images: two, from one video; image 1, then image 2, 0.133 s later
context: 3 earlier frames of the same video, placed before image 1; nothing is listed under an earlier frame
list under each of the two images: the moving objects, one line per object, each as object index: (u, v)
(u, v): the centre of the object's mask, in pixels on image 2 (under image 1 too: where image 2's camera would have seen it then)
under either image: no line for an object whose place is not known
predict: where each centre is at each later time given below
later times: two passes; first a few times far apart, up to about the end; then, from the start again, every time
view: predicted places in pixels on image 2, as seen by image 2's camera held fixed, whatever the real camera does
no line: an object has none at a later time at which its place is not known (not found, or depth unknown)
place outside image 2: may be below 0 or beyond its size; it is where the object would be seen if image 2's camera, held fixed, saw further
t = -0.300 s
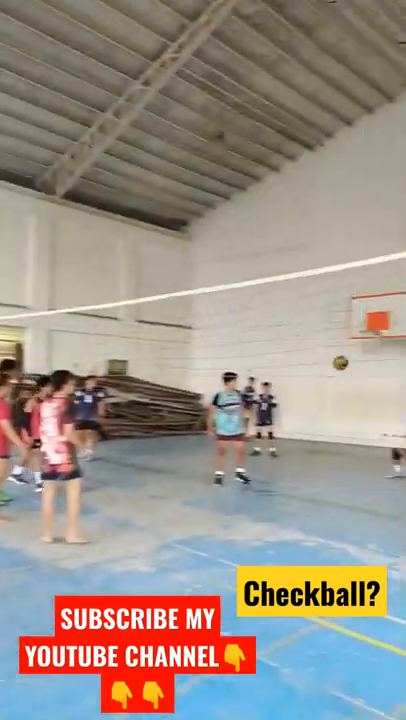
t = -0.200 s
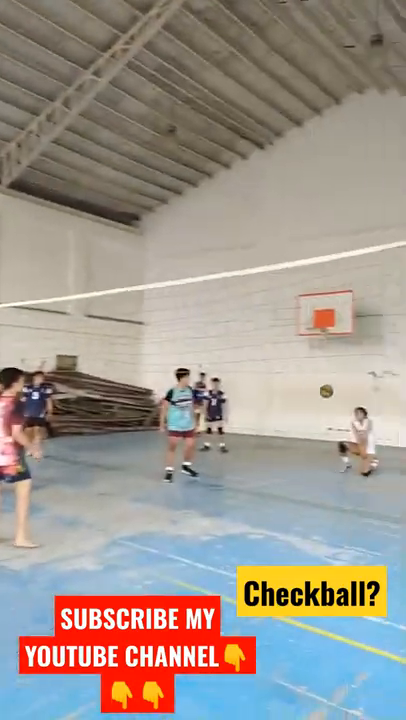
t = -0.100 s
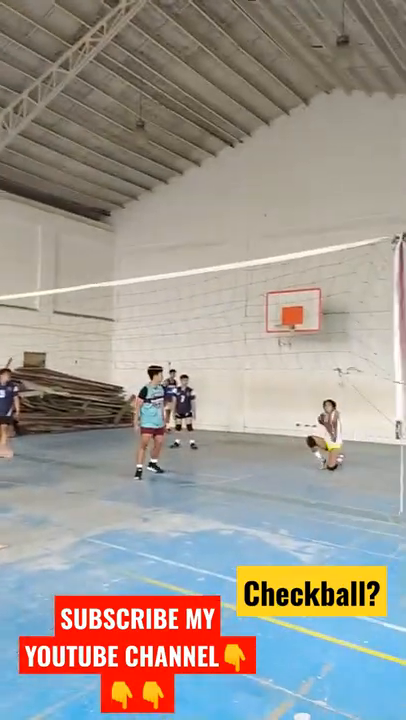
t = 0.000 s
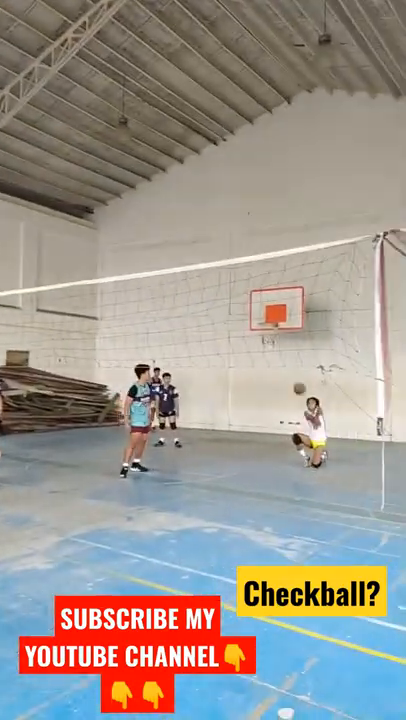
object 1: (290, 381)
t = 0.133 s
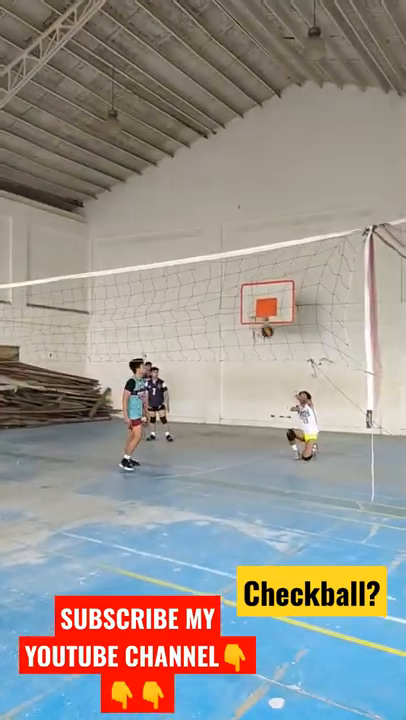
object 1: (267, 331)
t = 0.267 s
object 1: (243, 288)
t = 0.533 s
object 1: (192, 231)
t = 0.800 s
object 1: (134, 216)
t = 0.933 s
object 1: (103, 227)
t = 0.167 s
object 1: (262, 320)
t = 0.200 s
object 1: (254, 309)
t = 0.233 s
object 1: (250, 298)
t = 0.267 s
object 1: (243, 288)
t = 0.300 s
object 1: (237, 279)
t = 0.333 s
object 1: (231, 270)
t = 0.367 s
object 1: (225, 263)
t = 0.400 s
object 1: (218, 250)
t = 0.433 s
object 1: (211, 248)
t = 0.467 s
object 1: (205, 242)
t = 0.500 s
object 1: (198, 236)
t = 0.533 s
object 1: (192, 231)
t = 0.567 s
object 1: (185, 227)
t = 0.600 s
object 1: (178, 223)
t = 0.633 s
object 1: (171, 221)
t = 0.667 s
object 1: (164, 218)
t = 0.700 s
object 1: (156, 216)
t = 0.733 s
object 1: (150, 216)
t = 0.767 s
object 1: (142, 216)
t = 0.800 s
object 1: (134, 216)
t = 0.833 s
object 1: (127, 218)
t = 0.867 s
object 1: (119, 220)
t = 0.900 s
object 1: (111, 223)
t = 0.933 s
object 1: (103, 227)
